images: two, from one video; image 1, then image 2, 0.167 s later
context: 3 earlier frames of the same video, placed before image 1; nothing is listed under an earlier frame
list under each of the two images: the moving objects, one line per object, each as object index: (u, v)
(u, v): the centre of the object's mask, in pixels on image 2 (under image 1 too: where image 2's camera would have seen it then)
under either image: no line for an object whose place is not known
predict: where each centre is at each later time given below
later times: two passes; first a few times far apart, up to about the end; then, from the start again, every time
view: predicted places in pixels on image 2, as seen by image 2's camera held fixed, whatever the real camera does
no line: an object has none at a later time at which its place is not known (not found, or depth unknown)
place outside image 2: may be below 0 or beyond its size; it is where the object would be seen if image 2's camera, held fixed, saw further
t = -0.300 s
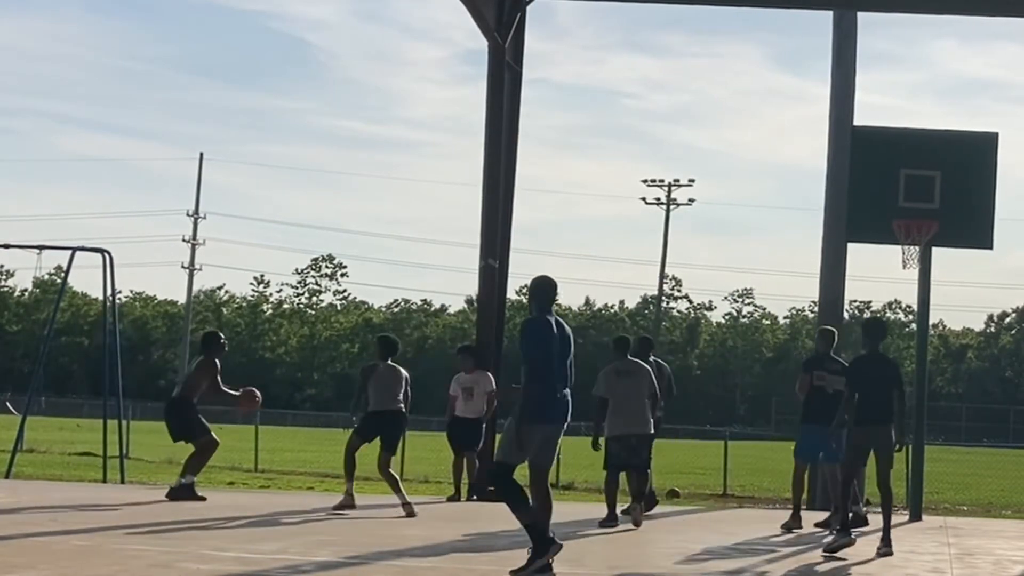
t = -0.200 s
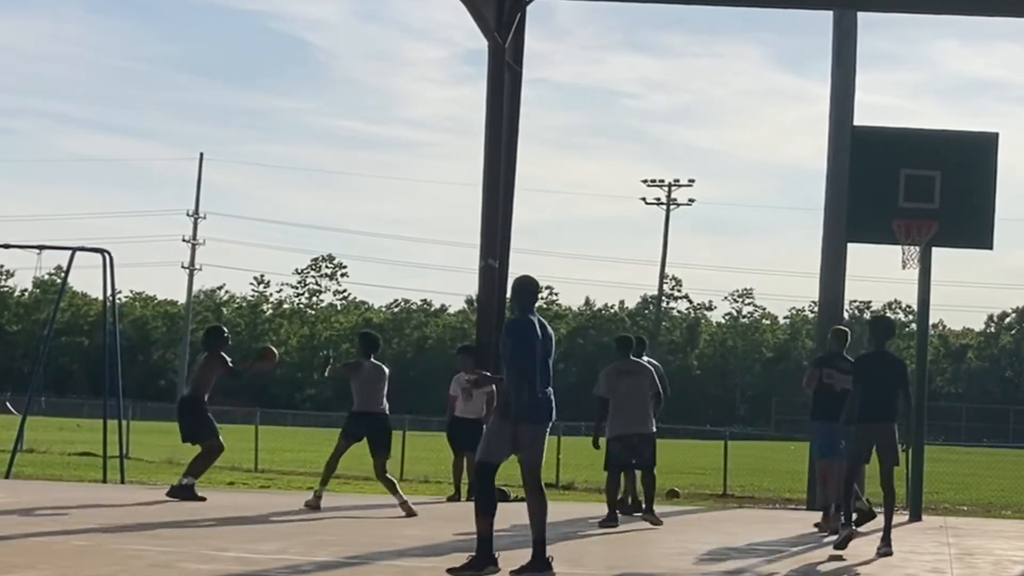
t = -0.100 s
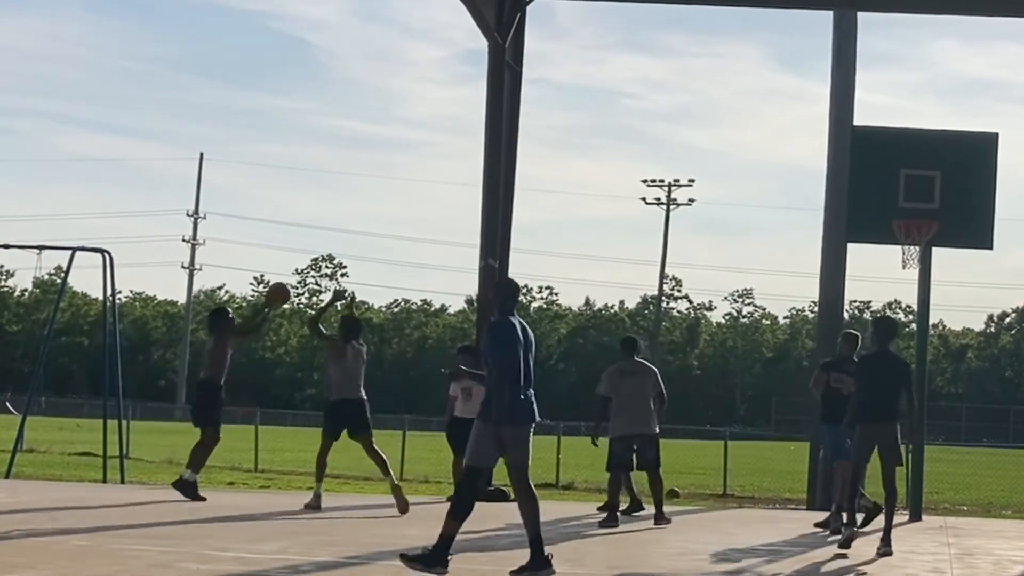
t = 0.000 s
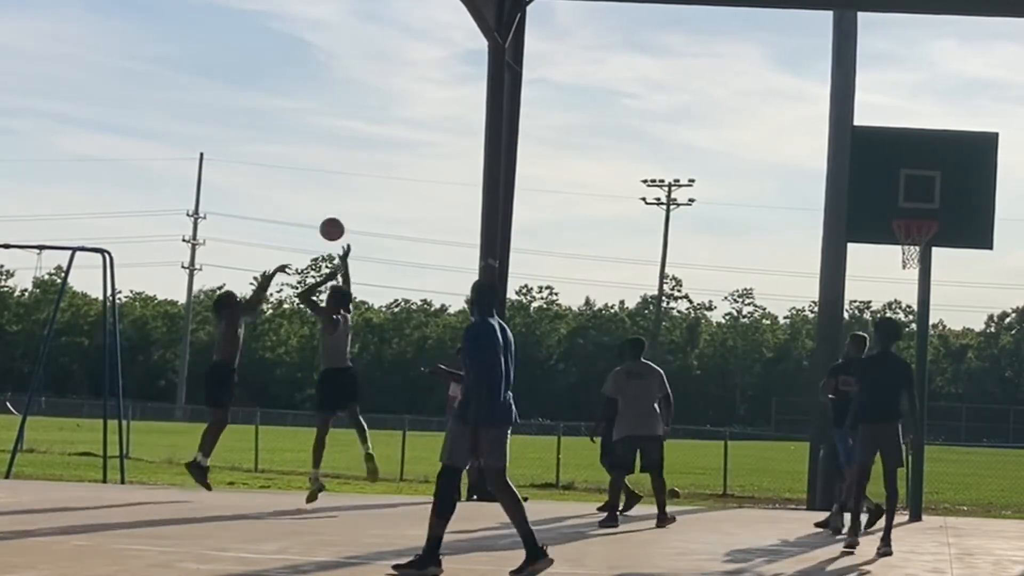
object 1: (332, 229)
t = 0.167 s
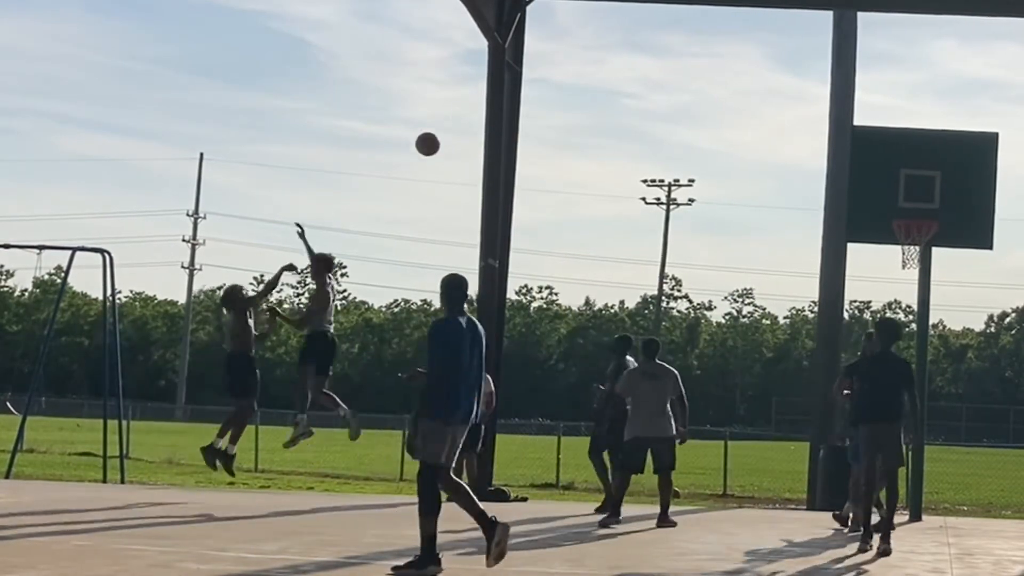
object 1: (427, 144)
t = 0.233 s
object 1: (464, 117)
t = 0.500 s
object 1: (606, 55)
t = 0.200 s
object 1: (446, 130)
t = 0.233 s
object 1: (464, 117)
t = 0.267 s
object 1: (483, 106)
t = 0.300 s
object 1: (504, 94)
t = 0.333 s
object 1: (521, 86)
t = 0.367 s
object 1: (536, 78)
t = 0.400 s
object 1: (554, 71)
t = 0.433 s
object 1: (571, 64)
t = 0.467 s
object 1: (589, 59)
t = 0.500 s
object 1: (606, 55)
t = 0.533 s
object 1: (623, 52)
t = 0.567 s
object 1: (641, 50)
